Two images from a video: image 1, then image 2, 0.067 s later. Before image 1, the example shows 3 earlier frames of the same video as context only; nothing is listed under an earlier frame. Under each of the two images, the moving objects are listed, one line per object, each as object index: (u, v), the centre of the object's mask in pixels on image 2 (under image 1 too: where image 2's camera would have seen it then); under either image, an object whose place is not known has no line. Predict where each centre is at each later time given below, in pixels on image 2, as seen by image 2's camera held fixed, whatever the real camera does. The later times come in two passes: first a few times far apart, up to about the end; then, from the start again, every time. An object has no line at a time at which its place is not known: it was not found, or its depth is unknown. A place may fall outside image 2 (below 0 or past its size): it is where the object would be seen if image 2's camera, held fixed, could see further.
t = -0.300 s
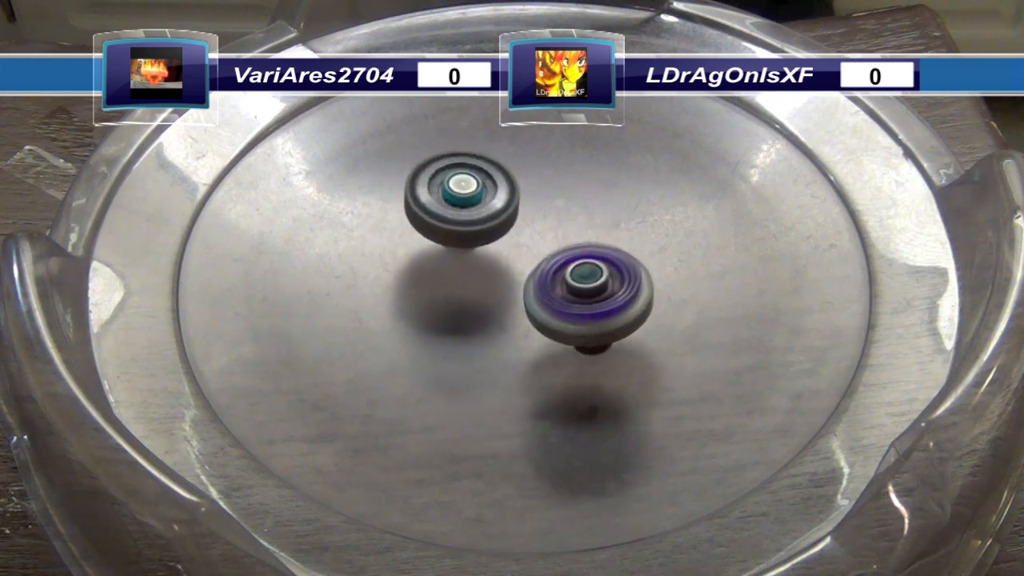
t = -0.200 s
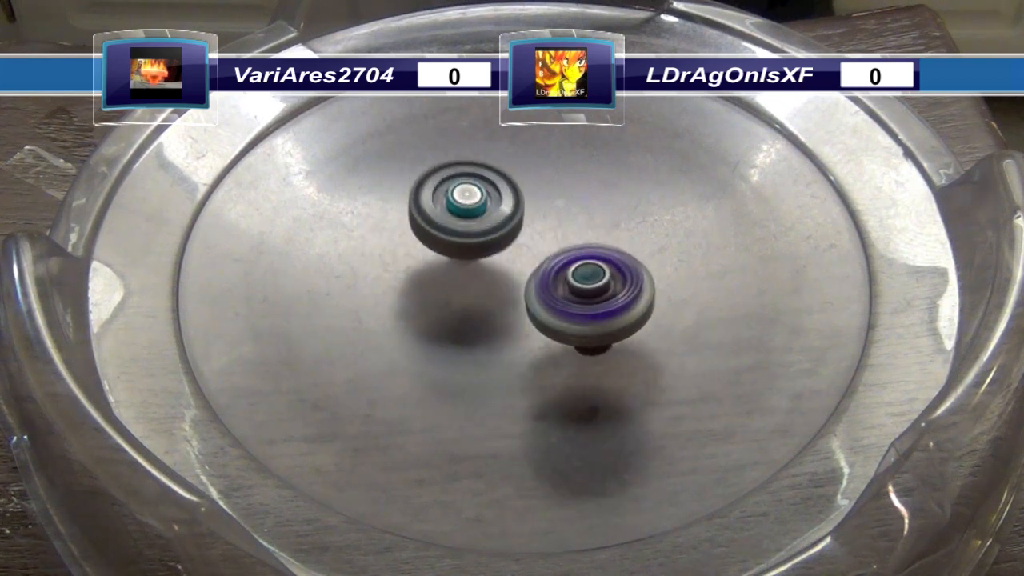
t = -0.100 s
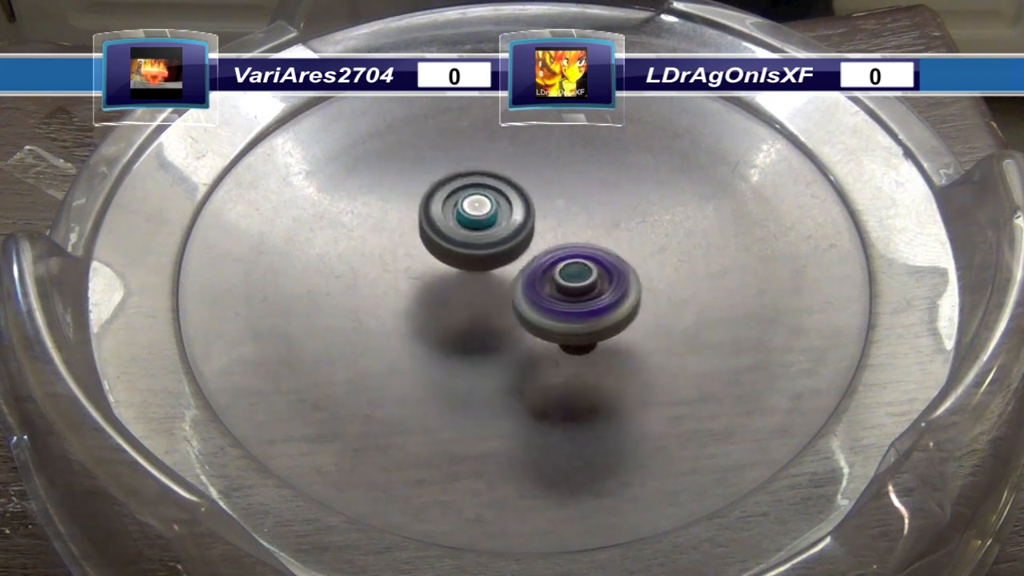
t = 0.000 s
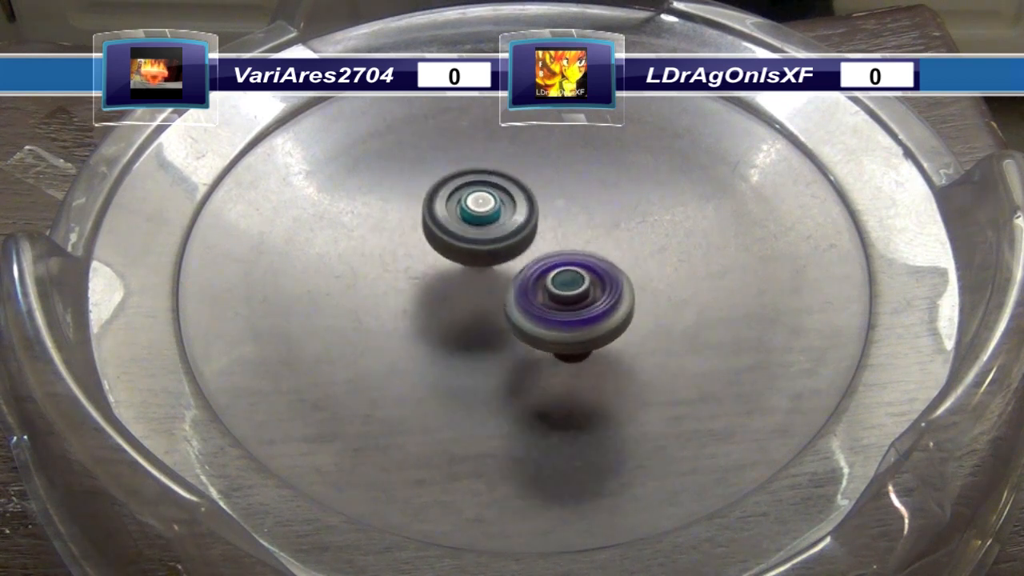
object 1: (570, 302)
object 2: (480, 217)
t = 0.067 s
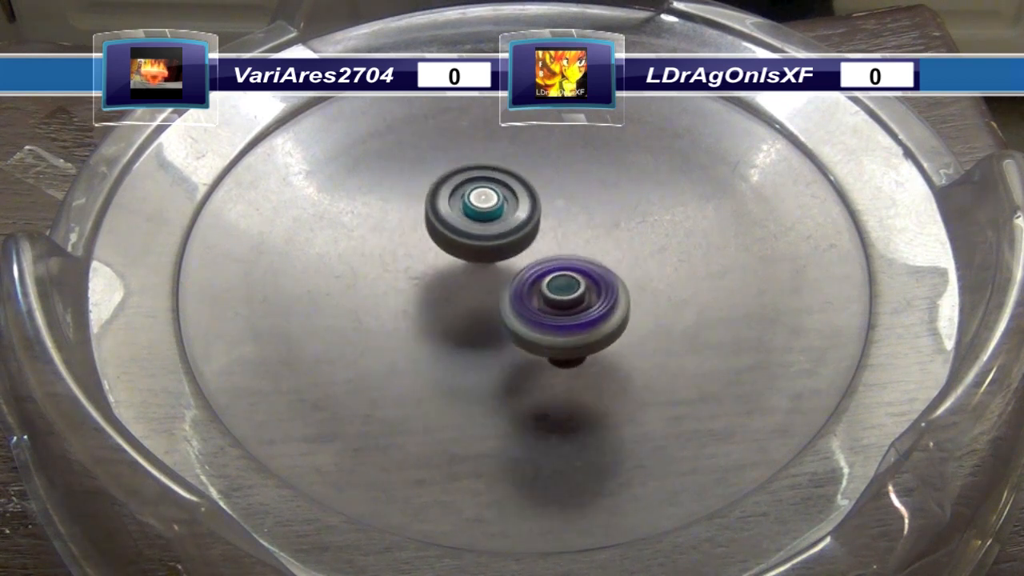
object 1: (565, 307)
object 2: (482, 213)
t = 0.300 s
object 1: (537, 311)
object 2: (499, 220)
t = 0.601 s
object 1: (500, 315)
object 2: (526, 209)
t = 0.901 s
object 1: (471, 296)
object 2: (544, 211)
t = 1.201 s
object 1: (444, 292)
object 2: (574, 202)
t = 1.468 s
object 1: (453, 265)
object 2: (564, 221)
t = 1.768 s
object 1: (451, 248)
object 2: (576, 240)
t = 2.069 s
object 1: (422, 245)
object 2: (608, 248)
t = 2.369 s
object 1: (452, 221)
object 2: (579, 279)
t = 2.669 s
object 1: (443, 161)
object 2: (591, 337)
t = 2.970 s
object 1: (459, 175)
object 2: (563, 312)
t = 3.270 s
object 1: (520, 189)
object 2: (517, 298)
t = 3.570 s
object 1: (562, 200)
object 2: (487, 282)
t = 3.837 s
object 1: (581, 215)
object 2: (481, 271)
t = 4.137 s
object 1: (611, 233)
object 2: (442, 264)
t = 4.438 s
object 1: (580, 258)
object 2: (454, 264)
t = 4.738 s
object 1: (589, 276)
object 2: (433, 244)
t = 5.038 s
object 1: (686, 324)
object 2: (346, 156)
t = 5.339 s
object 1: (637, 291)
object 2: (411, 184)
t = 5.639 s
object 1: (596, 314)
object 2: (461, 180)
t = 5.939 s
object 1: (562, 283)
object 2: (467, 214)
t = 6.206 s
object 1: (572, 273)
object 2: (443, 222)
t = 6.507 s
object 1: (563, 257)
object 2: (429, 226)
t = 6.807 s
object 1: (634, 259)
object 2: (379, 202)
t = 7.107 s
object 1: (627, 256)
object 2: (428, 223)
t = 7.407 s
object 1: (584, 259)
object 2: (457, 241)
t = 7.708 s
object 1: (569, 259)
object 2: (442, 255)
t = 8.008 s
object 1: (557, 253)
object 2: (423, 250)
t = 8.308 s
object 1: (562, 251)
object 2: (429, 234)
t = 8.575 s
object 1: (587, 251)
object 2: (438, 237)
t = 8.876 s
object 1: (585, 255)
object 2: (453, 256)
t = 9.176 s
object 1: (593, 252)
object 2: (433, 259)
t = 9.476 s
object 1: (570, 243)
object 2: (447, 257)
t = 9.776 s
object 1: (576, 228)
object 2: (450, 258)
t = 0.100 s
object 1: (562, 309)
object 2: (484, 214)
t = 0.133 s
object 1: (559, 310)
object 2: (486, 214)
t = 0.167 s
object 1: (555, 310)
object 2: (489, 216)
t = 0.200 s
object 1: (550, 310)
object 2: (491, 217)
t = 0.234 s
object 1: (546, 311)
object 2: (494, 218)
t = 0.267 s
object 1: (542, 310)
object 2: (496, 220)
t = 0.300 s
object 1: (537, 311)
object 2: (499, 220)
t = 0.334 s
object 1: (533, 312)
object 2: (502, 218)
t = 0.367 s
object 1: (527, 313)
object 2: (506, 218)
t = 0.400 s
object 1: (521, 312)
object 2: (508, 217)
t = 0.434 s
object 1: (517, 312)
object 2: (512, 217)
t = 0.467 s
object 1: (512, 311)
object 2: (514, 218)
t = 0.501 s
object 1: (508, 314)
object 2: (518, 214)
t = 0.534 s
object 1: (504, 315)
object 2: (522, 212)
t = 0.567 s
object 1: (501, 315)
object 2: (524, 210)
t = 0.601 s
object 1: (500, 315)
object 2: (526, 209)
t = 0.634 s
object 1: (498, 314)
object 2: (528, 209)
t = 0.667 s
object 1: (496, 312)
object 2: (528, 210)
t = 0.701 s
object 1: (493, 310)
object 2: (528, 211)
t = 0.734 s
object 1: (490, 306)
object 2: (529, 212)
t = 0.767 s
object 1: (488, 303)
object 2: (530, 213)
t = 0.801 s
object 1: (484, 302)
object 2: (533, 213)
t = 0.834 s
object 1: (478, 301)
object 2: (537, 212)
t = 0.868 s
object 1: (474, 299)
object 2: (541, 211)
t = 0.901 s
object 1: (471, 296)
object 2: (544, 211)
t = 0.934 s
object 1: (468, 292)
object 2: (545, 212)
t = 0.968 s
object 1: (466, 289)
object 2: (546, 214)
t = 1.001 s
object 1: (465, 286)
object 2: (547, 215)
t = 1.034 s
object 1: (455, 288)
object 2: (554, 212)
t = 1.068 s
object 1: (445, 292)
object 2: (564, 208)
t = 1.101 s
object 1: (440, 293)
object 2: (571, 205)
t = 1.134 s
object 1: (439, 294)
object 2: (574, 203)
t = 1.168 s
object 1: (441, 293)
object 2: (574, 202)
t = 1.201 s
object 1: (444, 292)
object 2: (574, 202)
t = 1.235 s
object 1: (446, 290)
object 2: (573, 202)
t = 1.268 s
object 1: (448, 288)
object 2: (571, 203)
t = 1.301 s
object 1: (450, 285)
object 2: (570, 204)
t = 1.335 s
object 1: (452, 281)
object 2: (568, 208)
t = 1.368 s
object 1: (454, 276)
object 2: (565, 211)
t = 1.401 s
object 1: (456, 271)
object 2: (563, 215)
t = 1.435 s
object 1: (455, 268)
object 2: (563, 219)
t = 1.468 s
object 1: (453, 265)
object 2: (564, 221)
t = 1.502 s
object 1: (443, 264)
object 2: (574, 221)
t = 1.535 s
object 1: (439, 262)
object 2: (580, 223)
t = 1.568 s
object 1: (437, 260)
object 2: (582, 226)
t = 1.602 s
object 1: (438, 258)
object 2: (583, 228)
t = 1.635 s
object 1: (439, 257)
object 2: (583, 230)
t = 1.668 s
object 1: (441, 255)
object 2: (582, 233)
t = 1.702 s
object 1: (445, 253)
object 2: (580, 235)
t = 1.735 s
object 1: (448, 251)
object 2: (578, 237)
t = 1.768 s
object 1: (451, 248)
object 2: (576, 240)
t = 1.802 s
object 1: (428, 242)
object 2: (598, 242)
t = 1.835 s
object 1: (412, 238)
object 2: (612, 244)
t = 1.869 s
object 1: (406, 237)
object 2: (619, 246)
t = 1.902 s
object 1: (404, 239)
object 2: (622, 248)
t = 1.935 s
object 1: (405, 240)
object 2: (622, 247)
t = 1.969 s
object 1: (408, 242)
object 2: (620, 247)
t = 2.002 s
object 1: (412, 243)
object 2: (618, 247)
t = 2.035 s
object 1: (416, 245)
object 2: (613, 247)
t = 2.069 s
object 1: (422, 245)
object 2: (608, 248)
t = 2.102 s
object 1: (428, 245)
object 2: (603, 249)
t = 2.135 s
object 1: (434, 245)
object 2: (597, 252)
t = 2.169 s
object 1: (441, 244)
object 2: (589, 255)
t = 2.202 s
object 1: (448, 242)
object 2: (582, 258)
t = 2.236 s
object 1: (453, 240)
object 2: (577, 261)
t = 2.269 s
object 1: (445, 232)
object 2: (585, 268)
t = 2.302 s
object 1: (446, 227)
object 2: (587, 273)
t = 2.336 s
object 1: (449, 223)
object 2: (583, 276)
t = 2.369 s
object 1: (452, 221)
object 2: (579, 279)
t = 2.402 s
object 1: (456, 220)
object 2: (573, 281)
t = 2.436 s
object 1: (459, 219)
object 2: (566, 281)
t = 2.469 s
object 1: (463, 219)
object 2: (562, 281)
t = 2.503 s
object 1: (468, 217)
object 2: (558, 281)
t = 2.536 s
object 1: (472, 215)
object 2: (553, 282)
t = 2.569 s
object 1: (463, 197)
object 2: (567, 300)
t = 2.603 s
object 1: (453, 178)
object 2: (581, 319)
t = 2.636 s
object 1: (446, 167)
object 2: (589, 331)
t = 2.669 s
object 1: (443, 161)
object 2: (591, 337)
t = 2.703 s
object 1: (441, 158)
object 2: (590, 339)
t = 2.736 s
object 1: (440, 158)
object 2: (588, 339)
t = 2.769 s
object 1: (440, 159)
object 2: (587, 337)
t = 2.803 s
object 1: (440, 160)
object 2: (585, 334)
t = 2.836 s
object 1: (441, 162)
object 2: (582, 331)
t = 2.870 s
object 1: (444, 165)
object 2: (579, 326)
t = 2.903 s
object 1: (448, 167)
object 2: (574, 321)
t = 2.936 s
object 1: (453, 170)
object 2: (569, 317)
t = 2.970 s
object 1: (459, 175)
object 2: (563, 312)
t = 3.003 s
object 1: (466, 180)
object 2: (556, 307)
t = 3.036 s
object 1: (474, 187)
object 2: (550, 300)
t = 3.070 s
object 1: (482, 192)
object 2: (544, 295)
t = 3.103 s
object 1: (490, 197)
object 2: (539, 288)
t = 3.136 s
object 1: (497, 198)
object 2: (532, 286)
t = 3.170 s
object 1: (503, 191)
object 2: (530, 293)
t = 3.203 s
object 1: (509, 189)
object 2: (526, 298)
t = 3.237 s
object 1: (515, 188)
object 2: (521, 299)
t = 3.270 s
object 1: (520, 189)
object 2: (517, 298)
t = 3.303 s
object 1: (525, 192)
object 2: (513, 295)
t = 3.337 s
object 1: (529, 193)
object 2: (509, 291)
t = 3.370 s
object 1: (534, 194)
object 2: (507, 287)
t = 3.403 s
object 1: (539, 196)
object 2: (506, 283)
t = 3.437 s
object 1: (544, 197)
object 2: (502, 282)
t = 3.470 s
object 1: (549, 198)
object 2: (498, 282)
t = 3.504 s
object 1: (552, 200)
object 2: (495, 280)
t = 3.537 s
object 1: (556, 202)
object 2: (494, 277)
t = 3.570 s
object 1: (562, 200)
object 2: (487, 282)
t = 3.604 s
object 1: (567, 199)
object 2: (480, 284)
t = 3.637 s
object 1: (571, 200)
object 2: (477, 284)
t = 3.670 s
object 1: (575, 201)
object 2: (475, 282)
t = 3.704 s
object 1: (577, 203)
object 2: (475, 280)
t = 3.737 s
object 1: (579, 205)
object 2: (476, 277)
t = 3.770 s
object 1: (580, 208)
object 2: (478, 276)
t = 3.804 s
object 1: (581, 211)
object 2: (479, 274)
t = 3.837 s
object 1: (581, 215)
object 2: (481, 271)
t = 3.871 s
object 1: (581, 218)
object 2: (482, 269)
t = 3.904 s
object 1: (587, 219)
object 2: (475, 270)
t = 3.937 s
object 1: (589, 221)
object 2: (472, 269)
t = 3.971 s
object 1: (589, 224)
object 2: (471, 268)
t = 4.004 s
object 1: (588, 227)
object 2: (471, 266)
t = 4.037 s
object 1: (587, 231)
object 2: (471, 264)
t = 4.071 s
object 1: (594, 232)
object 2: (461, 264)
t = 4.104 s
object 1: (607, 232)
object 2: (449, 264)
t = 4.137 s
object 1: (611, 233)
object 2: (442, 264)
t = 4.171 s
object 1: (611, 235)
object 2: (439, 263)
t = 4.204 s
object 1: (610, 237)
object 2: (438, 263)
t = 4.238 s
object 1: (608, 239)
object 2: (439, 264)
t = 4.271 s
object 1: (604, 241)
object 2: (440, 264)
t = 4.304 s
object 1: (600, 244)
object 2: (441, 264)
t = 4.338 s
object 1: (596, 247)
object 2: (444, 264)
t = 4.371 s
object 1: (591, 251)
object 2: (447, 264)
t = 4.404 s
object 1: (584, 254)
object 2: (451, 264)
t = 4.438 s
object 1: (580, 258)
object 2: (454, 264)
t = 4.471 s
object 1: (580, 260)
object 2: (449, 262)
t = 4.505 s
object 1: (577, 263)
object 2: (450, 260)
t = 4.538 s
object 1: (587, 266)
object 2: (439, 256)
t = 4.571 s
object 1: (596, 268)
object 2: (429, 251)
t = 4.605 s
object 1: (598, 271)
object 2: (426, 248)
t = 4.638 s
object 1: (597, 272)
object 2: (426, 246)
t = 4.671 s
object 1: (596, 273)
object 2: (428, 245)
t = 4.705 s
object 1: (593, 275)
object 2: (430, 244)
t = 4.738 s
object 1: (589, 276)
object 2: (433, 244)
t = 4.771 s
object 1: (583, 278)
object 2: (437, 243)
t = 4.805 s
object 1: (577, 279)
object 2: (442, 242)
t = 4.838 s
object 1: (570, 280)
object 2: (447, 242)
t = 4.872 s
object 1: (578, 287)
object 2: (437, 230)
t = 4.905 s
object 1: (621, 307)
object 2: (401, 205)
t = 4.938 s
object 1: (652, 319)
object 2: (374, 185)
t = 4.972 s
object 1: (672, 324)
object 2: (357, 170)
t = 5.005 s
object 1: (680, 325)
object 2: (348, 160)
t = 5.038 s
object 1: (686, 324)
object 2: (346, 156)
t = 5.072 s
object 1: (691, 321)
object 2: (347, 156)
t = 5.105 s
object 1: (694, 317)
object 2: (350, 158)
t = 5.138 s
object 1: (693, 313)
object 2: (355, 162)
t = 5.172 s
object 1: (689, 308)
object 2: (361, 165)
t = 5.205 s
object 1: (681, 303)
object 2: (368, 168)
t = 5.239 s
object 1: (671, 300)
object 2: (377, 172)
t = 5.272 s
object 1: (660, 296)
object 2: (388, 175)
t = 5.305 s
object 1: (649, 293)
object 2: (399, 180)
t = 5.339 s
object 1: (637, 291)
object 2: (411, 184)
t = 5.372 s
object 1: (626, 289)
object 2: (423, 189)
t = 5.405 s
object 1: (614, 285)
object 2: (436, 194)
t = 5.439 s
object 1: (602, 282)
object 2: (448, 200)
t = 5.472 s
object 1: (589, 278)
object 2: (460, 206)
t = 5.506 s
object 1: (578, 274)
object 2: (473, 212)
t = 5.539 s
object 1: (581, 281)
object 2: (474, 207)
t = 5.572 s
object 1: (593, 296)
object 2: (465, 193)
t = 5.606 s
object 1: (599, 309)
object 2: (461, 185)
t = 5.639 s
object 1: (596, 314)
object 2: (461, 180)
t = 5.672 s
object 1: (591, 313)
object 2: (462, 181)
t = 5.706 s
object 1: (586, 310)
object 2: (466, 184)
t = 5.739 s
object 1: (581, 304)
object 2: (469, 189)
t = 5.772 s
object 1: (577, 299)
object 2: (471, 195)
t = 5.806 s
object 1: (572, 294)
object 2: (472, 201)
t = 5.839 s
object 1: (567, 289)
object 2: (473, 207)
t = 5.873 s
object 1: (562, 284)
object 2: (474, 213)
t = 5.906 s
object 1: (561, 282)
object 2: (472, 216)
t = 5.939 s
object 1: (562, 283)
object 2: (467, 214)
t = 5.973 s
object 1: (562, 282)
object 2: (464, 214)
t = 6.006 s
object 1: (561, 279)
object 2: (463, 215)
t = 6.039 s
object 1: (561, 276)
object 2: (462, 218)
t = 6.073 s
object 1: (568, 279)
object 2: (454, 217)
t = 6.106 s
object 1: (571, 279)
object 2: (450, 216)
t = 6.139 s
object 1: (572, 278)
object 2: (447, 218)
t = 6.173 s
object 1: (572, 276)
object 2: (445, 220)
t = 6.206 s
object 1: (572, 273)
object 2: (443, 222)
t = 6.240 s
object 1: (572, 271)
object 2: (441, 224)
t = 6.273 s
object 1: (572, 269)
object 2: (440, 225)
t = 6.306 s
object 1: (570, 266)
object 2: (440, 227)
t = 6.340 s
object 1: (568, 264)
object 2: (439, 228)
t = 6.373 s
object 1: (565, 262)
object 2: (439, 229)
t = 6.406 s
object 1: (560, 259)
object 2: (439, 230)
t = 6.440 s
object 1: (559, 258)
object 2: (436, 229)
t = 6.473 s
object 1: (563, 258)
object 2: (430, 227)
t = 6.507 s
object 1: (563, 257)
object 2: (429, 226)
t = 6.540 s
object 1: (562, 256)
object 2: (429, 226)
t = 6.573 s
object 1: (561, 254)
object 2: (431, 226)
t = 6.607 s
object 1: (559, 253)
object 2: (432, 227)
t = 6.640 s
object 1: (556, 252)
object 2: (435, 228)
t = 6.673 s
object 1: (582, 257)
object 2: (412, 218)
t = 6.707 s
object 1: (609, 261)
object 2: (391, 210)
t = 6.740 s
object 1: (624, 262)
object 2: (380, 204)
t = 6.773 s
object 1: (629, 261)
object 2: (378, 202)
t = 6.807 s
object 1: (634, 259)
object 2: (379, 202)
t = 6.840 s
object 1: (638, 258)
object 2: (382, 204)
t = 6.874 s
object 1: (642, 256)
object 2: (385, 205)
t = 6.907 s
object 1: (644, 256)
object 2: (389, 208)
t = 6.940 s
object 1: (645, 255)
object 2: (393, 210)
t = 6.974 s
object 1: (645, 255)
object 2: (398, 212)
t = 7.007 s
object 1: (643, 255)
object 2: (405, 214)
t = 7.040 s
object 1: (639, 256)
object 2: (412, 217)
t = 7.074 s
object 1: (634, 256)
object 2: (420, 220)
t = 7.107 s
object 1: (627, 256)
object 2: (428, 223)
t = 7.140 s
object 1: (620, 257)
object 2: (436, 226)
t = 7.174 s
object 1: (612, 257)
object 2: (444, 230)
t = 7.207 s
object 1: (603, 257)
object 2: (453, 233)
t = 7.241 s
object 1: (595, 257)
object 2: (461, 237)
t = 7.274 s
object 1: (590, 258)
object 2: (466, 240)
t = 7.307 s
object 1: (588, 259)
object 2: (464, 240)
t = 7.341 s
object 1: (588, 260)
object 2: (459, 240)
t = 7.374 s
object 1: (584, 260)
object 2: (459, 240)
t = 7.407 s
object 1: (584, 259)
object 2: (457, 241)
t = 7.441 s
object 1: (580, 259)
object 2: (457, 242)
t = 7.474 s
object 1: (580, 259)
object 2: (455, 243)
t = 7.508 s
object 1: (578, 260)
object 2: (454, 245)
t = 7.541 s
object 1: (579, 260)
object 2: (448, 246)
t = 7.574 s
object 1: (578, 260)
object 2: (446, 248)
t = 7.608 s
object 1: (577, 260)
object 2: (445, 249)
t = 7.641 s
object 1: (575, 260)
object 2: (444, 251)
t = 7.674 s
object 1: (572, 259)
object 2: (443, 253)
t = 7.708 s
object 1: (569, 259)
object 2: (442, 255)
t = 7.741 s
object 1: (566, 259)
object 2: (440, 256)
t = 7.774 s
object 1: (573, 258)
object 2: (426, 255)
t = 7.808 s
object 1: (573, 258)
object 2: (419, 253)
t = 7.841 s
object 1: (571, 257)
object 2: (417, 252)
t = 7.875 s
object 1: (569, 256)
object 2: (416, 251)
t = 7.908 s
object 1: (567, 255)
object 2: (417, 250)
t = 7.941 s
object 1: (564, 254)
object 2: (418, 250)
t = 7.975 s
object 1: (561, 254)
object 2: (420, 250)
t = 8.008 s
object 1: (557, 253)
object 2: (423, 250)
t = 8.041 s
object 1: (553, 252)
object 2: (427, 249)
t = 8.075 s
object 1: (552, 252)
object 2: (426, 246)
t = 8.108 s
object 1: (552, 252)
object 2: (426, 243)
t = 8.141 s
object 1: (556, 251)
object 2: (423, 240)
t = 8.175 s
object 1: (555, 251)
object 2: (425, 238)
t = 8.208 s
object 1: (555, 250)
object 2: (428, 238)
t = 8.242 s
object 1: (556, 250)
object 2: (431, 238)
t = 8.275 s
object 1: (559, 251)
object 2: (430, 236)
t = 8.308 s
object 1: (562, 251)
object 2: (429, 234)
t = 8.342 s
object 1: (563, 250)
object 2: (433, 233)
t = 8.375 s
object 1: (564, 250)
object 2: (439, 234)
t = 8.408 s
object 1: (569, 250)
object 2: (440, 235)
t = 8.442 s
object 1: (579, 250)
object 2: (433, 234)
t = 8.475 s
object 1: (582, 251)
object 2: (432, 233)
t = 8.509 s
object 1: (585, 251)
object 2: (433, 233)
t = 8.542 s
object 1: (586, 251)
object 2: (435, 234)
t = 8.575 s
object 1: (587, 251)
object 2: (438, 237)
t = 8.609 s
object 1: (587, 251)
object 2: (442, 240)
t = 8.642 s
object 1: (586, 251)
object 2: (448, 243)
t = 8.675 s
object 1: (586, 251)
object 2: (453, 247)
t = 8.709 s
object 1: (584, 252)
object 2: (458, 250)
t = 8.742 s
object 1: (585, 253)
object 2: (459, 252)
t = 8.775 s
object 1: (585, 254)
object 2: (457, 254)
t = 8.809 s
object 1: (583, 254)
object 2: (457, 255)
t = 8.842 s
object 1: (583, 254)
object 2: (457, 256)
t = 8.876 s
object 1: (585, 255)
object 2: (453, 256)
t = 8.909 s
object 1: (583, 255)
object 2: (451, 257)
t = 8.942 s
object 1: (582, 255)
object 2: (453, 257)
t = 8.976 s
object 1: (581, 255)
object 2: (456, 257)
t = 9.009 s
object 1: (592, 255)
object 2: (444, 257)
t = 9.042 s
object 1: (597, 255)
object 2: (435, 256)
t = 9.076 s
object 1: (595, 254)
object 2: (431, 256)
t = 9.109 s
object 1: (595, 252)
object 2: (430, 257)
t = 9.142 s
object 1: (595, 252)
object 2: (431, 258)
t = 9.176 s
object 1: (593, 252)
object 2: (433, 259)
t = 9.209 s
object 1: (591, 251)
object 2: (435, 259)
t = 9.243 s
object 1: (588, 251)
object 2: (437, 260)
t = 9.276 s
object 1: (585, 250)
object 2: (440, 260)
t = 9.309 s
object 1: (581, 250)
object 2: (443, 261)
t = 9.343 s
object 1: (577, 249)
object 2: (446, 262)
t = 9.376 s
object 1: (572, 248)
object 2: (449, 263)
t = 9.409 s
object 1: (573, 247)
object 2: (445, 261)
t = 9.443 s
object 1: (571, 245)
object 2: (445, 259)
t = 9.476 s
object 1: (570, 243)
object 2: (447, 257)
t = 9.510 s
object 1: (574, 241)
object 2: (442, 256)
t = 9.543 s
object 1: (572, 239)
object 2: (442, 255)
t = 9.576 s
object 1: (571, 238)
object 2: (446, 256)
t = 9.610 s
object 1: (570, 236)
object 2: (450, 256)
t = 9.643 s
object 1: (572, 234)
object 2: (450, 256)
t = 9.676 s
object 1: (576, 232)
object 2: (446, 256)
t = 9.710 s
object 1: (576, 231)
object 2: (445, 255)
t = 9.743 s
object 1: (576, 229)
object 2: (447, 255)
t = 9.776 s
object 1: (576, 228)
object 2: (450, 258)
